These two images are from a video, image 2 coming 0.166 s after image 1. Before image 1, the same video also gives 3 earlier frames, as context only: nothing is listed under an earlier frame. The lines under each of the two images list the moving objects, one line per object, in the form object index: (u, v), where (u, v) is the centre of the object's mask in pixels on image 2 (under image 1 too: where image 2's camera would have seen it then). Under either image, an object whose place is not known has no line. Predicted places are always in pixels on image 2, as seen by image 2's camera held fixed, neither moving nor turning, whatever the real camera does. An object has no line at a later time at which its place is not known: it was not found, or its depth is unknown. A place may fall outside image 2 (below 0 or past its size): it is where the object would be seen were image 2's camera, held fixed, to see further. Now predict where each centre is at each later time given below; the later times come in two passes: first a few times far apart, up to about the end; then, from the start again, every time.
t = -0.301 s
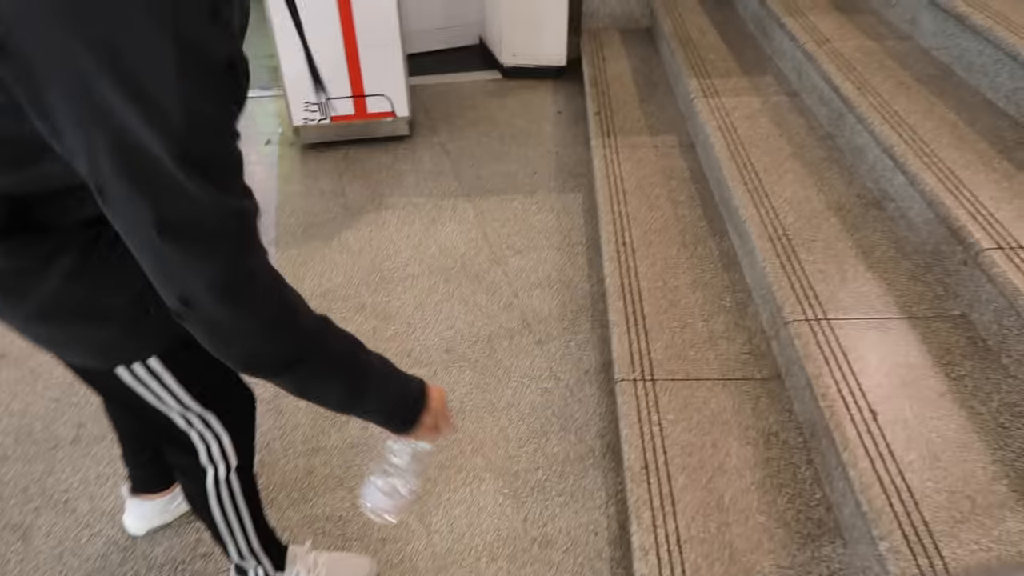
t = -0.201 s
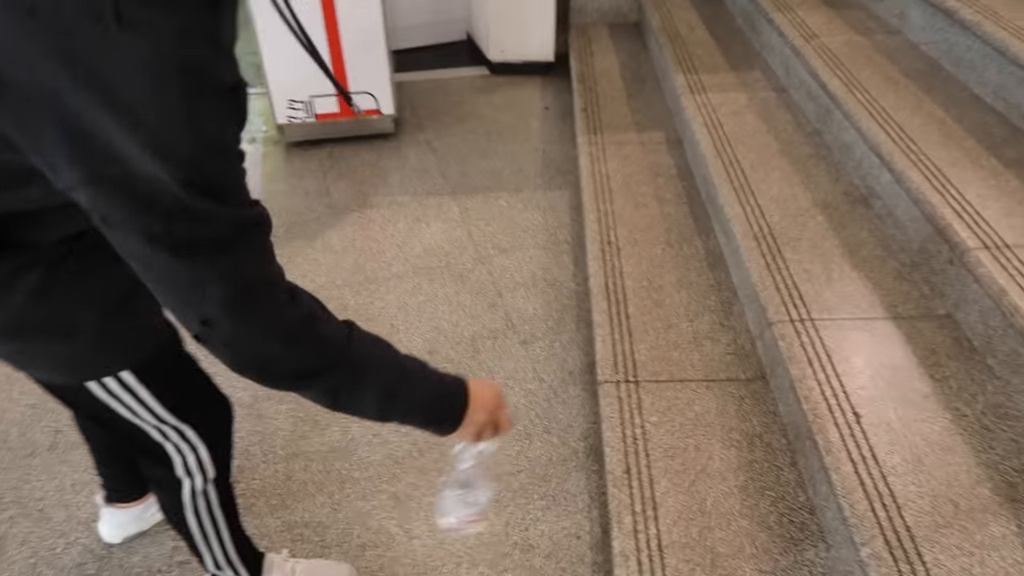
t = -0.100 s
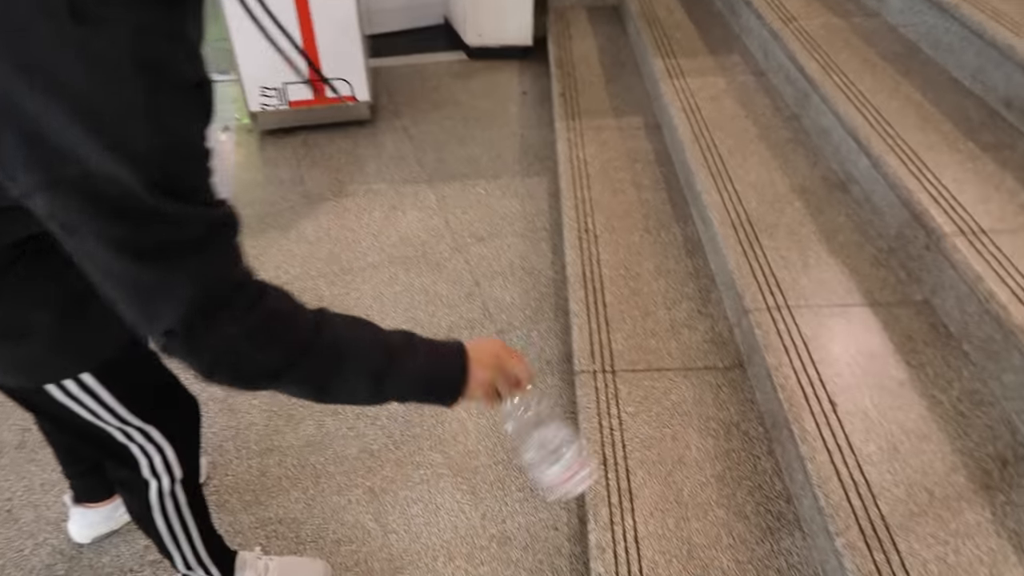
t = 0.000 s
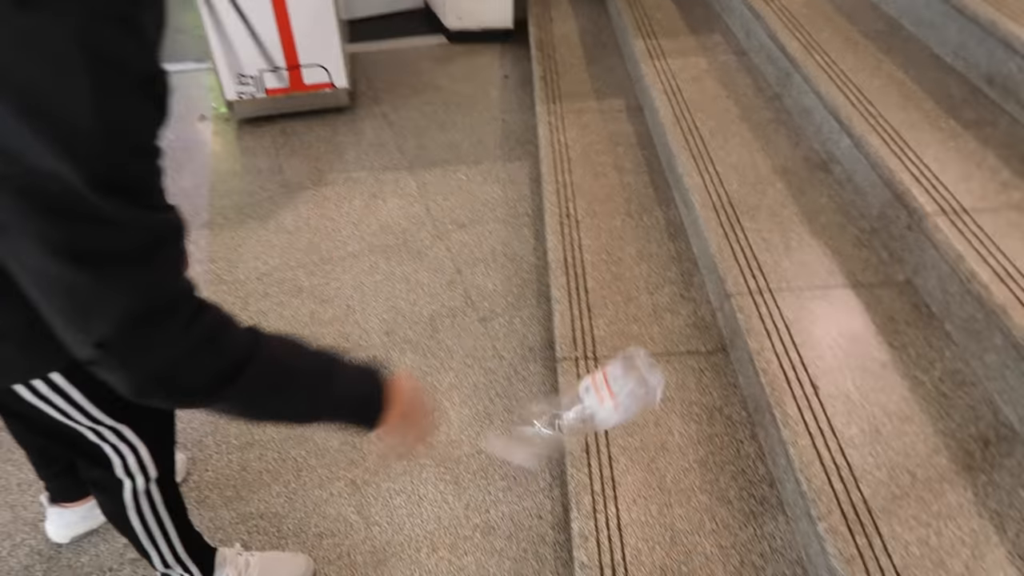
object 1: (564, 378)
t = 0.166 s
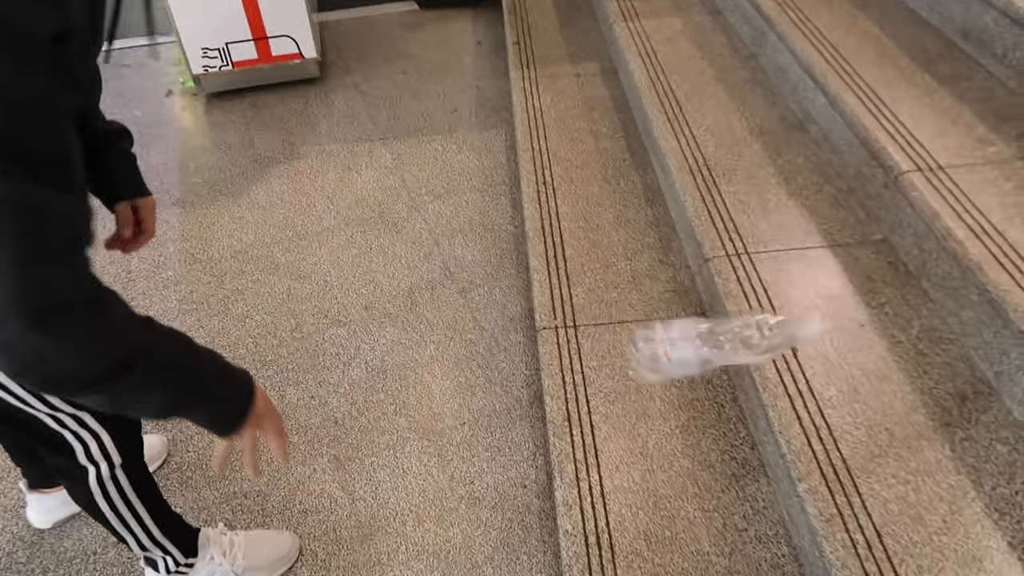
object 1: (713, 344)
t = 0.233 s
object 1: (736, 368)
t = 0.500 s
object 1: (760, 468)
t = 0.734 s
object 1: (757, 462)
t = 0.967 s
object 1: (758, 464)
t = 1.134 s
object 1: (757, 467)
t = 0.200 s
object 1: (728, 352)
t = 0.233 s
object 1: (736, 368)
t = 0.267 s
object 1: (743, 387)
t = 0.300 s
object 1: (750, 409)
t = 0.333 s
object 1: (752, 435)
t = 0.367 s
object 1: (754, 462)
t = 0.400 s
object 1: (759, 461)
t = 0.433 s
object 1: (759, 464)
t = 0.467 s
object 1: (759, 467)
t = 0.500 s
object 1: (760, 468)
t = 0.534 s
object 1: (760, 468)
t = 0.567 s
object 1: (759, 468)
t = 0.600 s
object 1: (759, 467)
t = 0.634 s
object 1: (758, 464)
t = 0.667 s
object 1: (757, 462)
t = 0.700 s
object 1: (757, 462)
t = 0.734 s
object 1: (757, 462)
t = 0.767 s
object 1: (757, 463)
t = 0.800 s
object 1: (758, 464)
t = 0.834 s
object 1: (758, 464)
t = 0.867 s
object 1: (758, 464)
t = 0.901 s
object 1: (758, 463)
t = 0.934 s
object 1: (758, 463)
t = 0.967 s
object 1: (758, 464)
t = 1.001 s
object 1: (757, 464)
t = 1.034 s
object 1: (757, 465)
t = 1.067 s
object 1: (757, 467)
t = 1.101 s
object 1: (758, 467)
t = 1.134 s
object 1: (757, 467)
